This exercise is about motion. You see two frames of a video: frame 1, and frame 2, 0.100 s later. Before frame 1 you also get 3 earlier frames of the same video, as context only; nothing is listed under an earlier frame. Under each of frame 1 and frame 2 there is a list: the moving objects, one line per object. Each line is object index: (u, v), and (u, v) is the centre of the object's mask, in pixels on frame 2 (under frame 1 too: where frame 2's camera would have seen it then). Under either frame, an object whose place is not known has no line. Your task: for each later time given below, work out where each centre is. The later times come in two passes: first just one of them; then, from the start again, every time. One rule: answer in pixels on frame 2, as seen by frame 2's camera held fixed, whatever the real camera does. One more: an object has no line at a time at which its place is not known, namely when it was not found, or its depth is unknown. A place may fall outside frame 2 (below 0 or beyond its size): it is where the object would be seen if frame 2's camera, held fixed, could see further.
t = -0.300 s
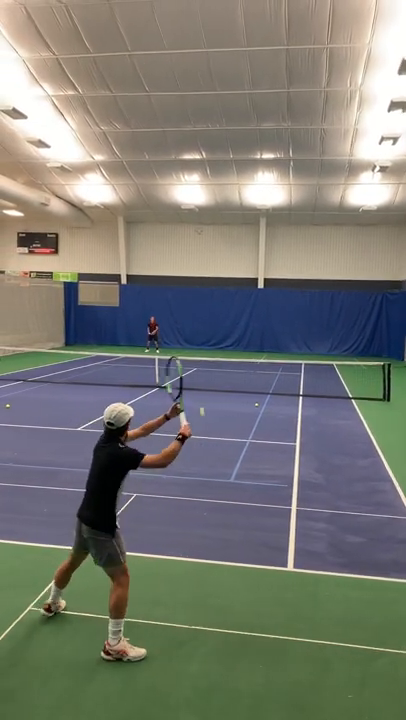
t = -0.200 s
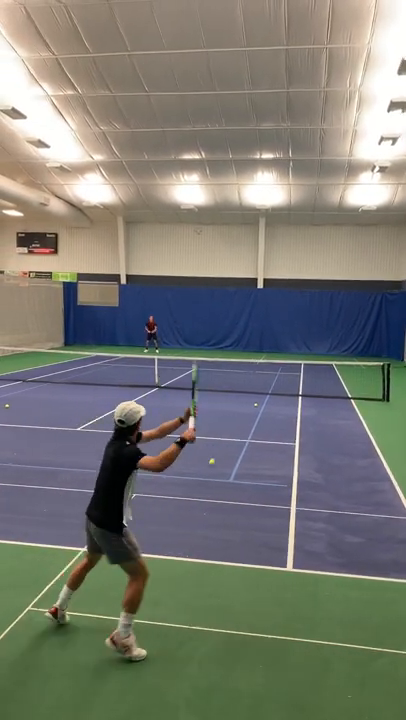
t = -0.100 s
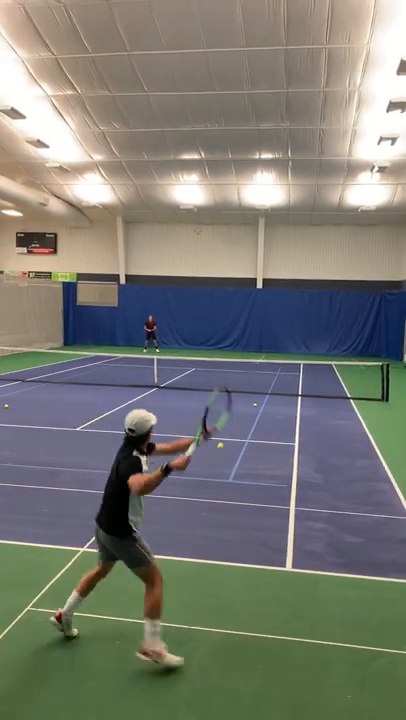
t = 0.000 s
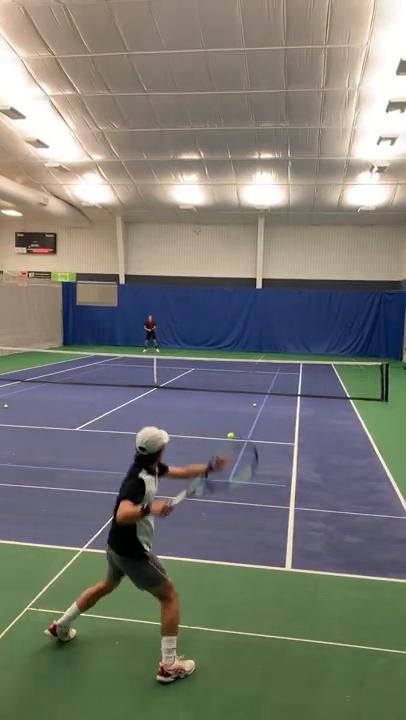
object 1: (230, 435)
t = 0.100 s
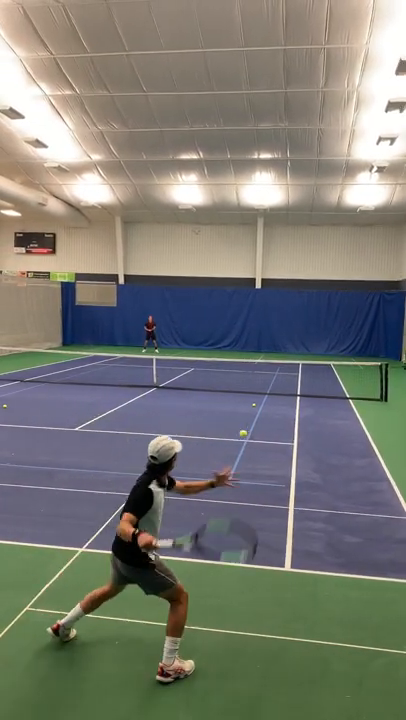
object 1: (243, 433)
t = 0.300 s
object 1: (280, 466)
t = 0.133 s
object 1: (248, 435)
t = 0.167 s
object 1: (253, 437)
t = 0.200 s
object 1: (259, 441)
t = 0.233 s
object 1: (265, 448)
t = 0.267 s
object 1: (272, 456)
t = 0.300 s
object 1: (280, 466)
